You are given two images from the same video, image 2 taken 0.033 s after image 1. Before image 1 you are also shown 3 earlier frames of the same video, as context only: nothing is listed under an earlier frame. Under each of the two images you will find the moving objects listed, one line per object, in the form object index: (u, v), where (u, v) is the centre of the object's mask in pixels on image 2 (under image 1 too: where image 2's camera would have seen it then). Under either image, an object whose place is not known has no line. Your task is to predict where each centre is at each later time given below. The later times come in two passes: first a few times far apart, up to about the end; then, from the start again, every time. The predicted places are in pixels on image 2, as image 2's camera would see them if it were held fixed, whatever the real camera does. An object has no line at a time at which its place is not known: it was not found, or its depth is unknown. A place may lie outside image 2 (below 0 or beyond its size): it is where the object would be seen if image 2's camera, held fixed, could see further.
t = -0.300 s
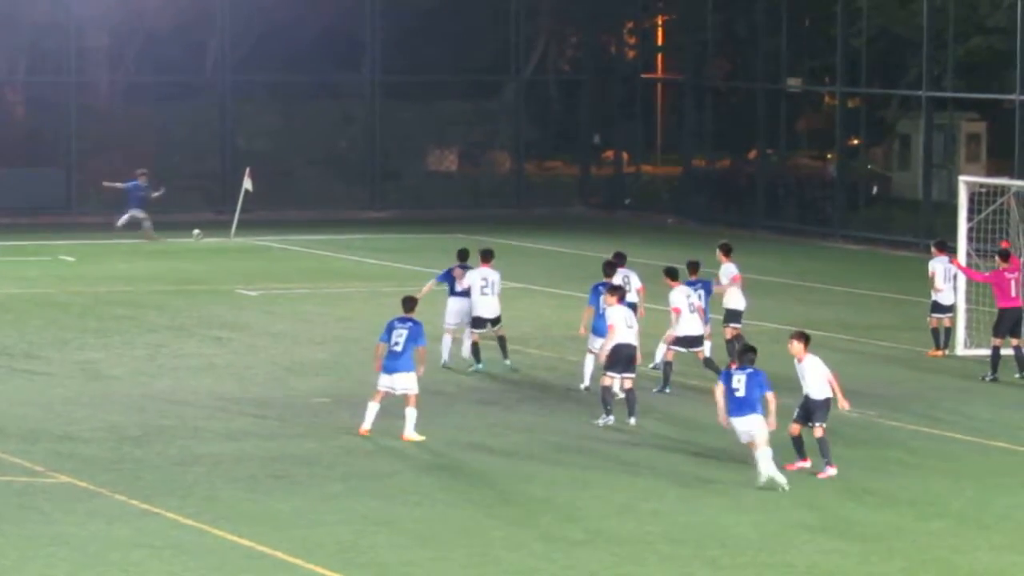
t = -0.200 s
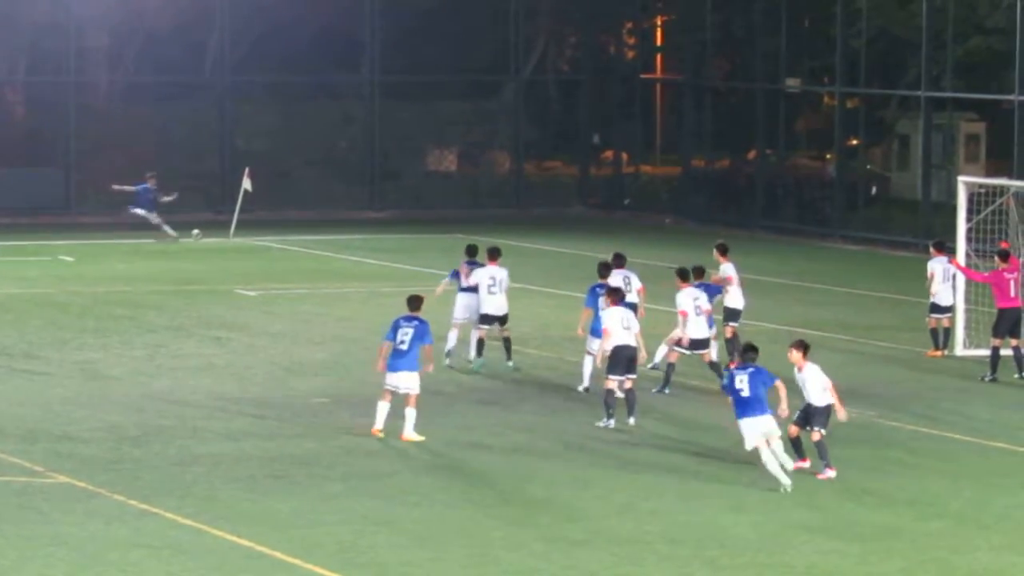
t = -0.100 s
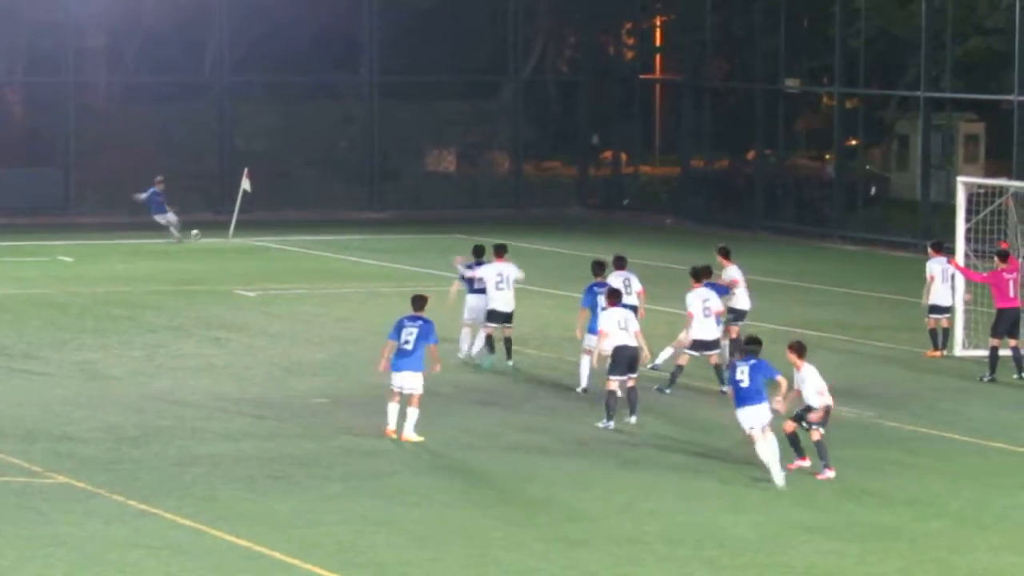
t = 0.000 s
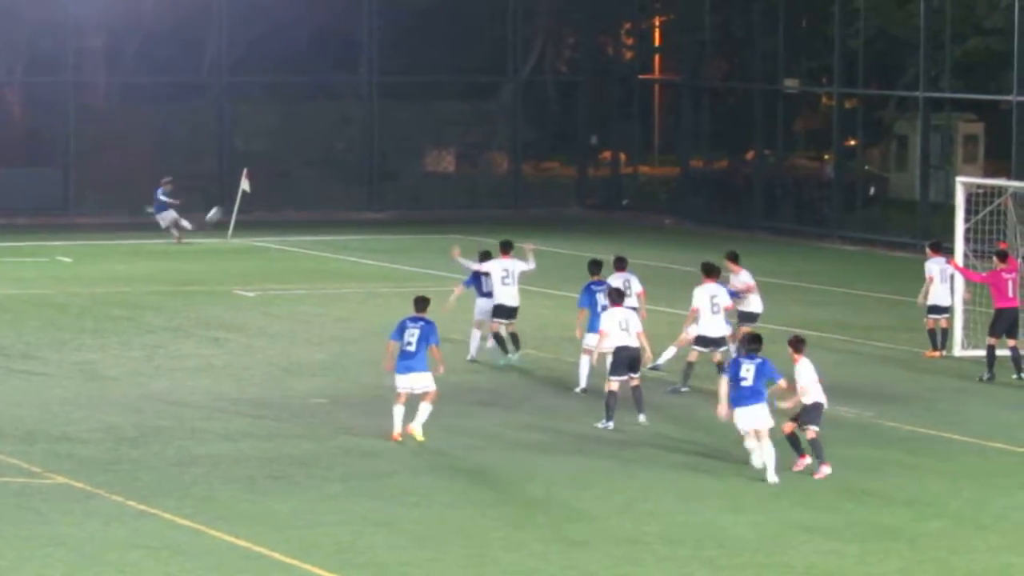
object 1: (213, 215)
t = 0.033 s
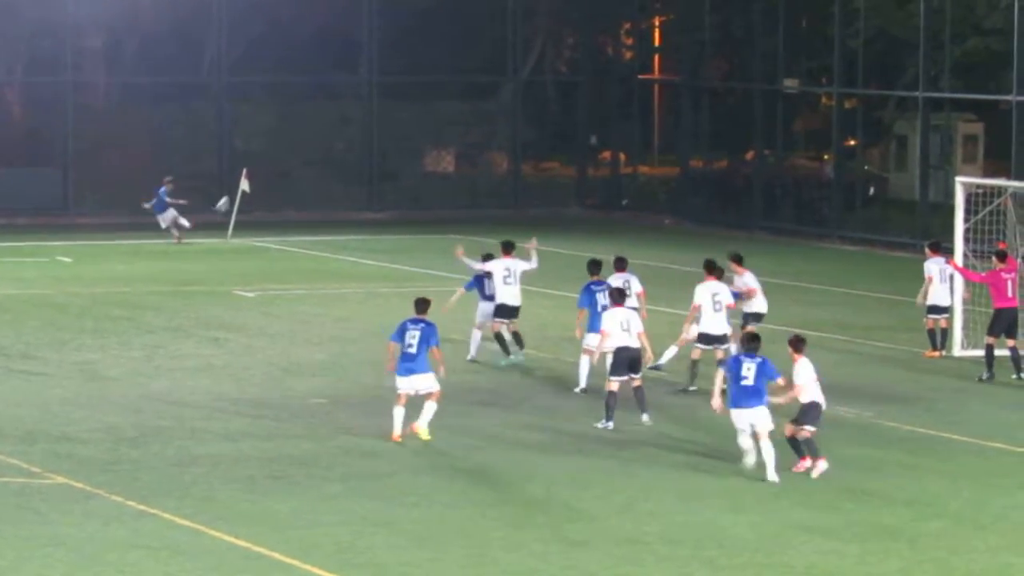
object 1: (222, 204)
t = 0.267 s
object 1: (285, 139)
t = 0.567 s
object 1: (354, 75)
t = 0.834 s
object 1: (404, 43)
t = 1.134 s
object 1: (452, 44)
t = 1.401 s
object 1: (486, 84)
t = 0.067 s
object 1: (231, 195)
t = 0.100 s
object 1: (239, 184)
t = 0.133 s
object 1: (251, 174)
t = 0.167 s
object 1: (259, 167)
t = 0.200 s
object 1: (268, 157)
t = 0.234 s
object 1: (277, 147)
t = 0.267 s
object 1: (285, 139)
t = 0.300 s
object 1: (293, 131)
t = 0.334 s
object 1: (302, 122)
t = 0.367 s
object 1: (309, 114)
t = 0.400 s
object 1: (317, 106)
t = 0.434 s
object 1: (325, 100)
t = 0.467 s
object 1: (333, 93)
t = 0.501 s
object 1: (339, 86)
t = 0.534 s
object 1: (346, 80)
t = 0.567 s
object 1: (354, 75)
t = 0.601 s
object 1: (361, 69)
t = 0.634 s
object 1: (367, 64)
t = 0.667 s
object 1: (373, 60)
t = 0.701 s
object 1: (380, 56)
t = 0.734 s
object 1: (386, 51)
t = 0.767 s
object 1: (392, 48)
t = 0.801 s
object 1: (398, 45)
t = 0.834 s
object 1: (404, 43)
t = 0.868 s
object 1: (410, 41)
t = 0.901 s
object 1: (416, 40)
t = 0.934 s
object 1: (421, 39)
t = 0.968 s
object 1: (426, 38)
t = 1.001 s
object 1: (432, 38)
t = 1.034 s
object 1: (437, 39)
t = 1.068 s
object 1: (442, 40)
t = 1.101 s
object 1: (447, 42)
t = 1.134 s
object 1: (452, 44)
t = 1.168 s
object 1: (456, 46)
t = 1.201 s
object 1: (461, 50)
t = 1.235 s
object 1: (466, 54)
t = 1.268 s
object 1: (469, 59)
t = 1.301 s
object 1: (474, 64)
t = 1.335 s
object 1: (477, 69)
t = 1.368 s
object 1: (482, 77)
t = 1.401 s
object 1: (486, 84)
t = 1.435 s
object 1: (490, 92)
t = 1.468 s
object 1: (493, 101)
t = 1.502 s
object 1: (496, 110)
